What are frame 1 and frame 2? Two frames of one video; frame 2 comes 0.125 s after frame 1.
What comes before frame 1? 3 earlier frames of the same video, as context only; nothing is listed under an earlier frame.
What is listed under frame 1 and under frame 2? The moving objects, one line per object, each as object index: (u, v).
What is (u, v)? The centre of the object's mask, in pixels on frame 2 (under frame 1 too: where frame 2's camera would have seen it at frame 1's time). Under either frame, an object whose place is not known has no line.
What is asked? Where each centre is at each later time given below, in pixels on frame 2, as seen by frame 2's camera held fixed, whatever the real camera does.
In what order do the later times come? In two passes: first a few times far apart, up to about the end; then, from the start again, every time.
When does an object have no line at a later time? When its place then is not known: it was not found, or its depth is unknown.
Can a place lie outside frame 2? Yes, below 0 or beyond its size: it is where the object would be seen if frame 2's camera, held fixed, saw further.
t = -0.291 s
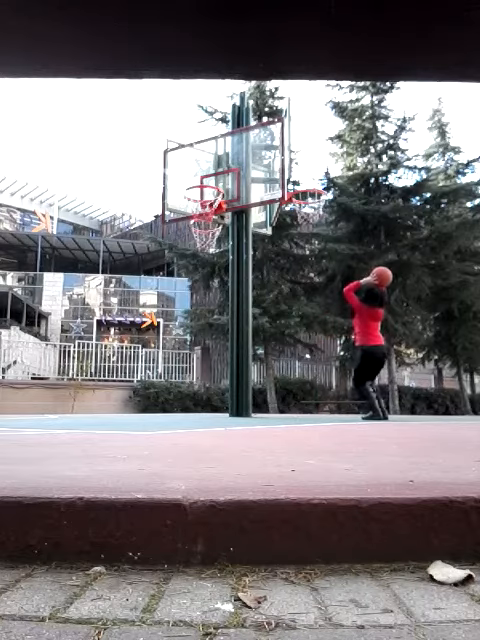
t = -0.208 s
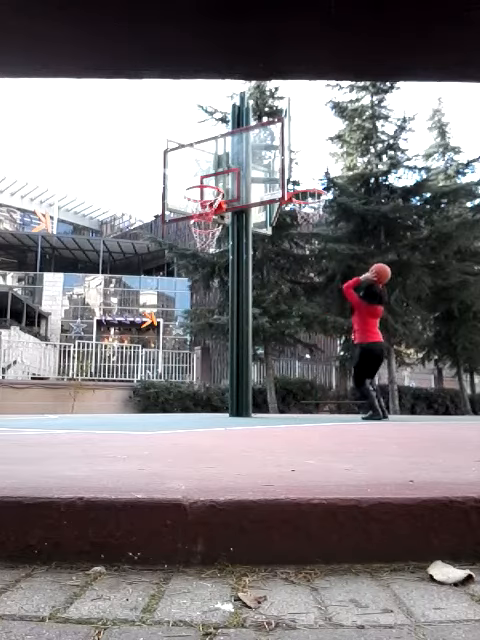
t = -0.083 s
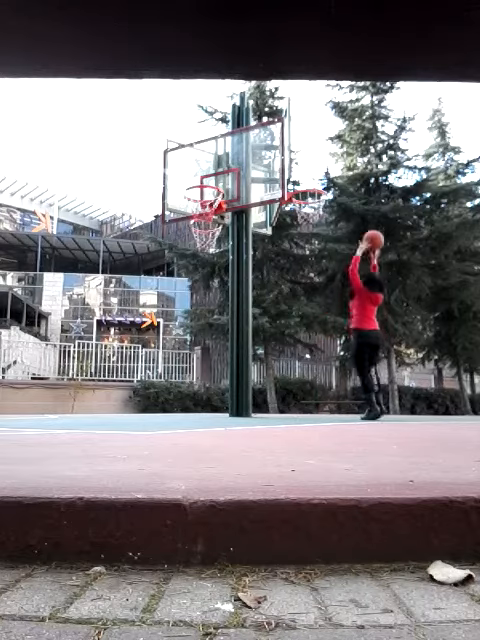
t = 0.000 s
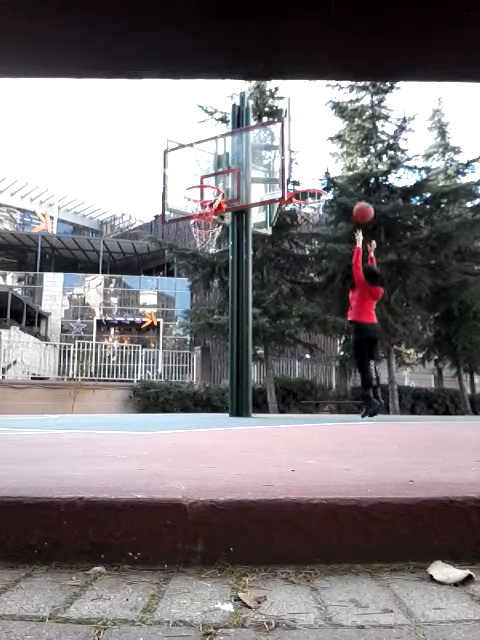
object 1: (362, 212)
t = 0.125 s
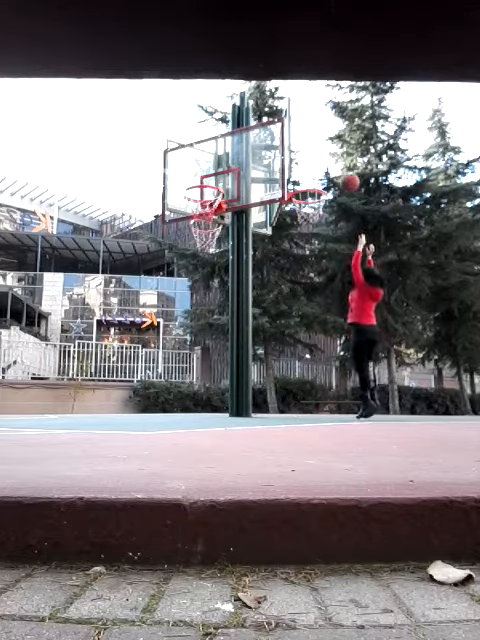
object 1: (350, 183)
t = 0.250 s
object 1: (336, 166)
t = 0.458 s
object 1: (318, 164)
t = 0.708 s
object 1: (302, 189)
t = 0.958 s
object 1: (307, 177)
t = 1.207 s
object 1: (314, 206)
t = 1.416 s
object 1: (319, 249)
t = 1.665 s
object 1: (324, 345)
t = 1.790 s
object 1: (327, 405)
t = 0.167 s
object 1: (344, 177)
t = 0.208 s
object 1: (341, 170)
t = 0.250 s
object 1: (336, 166)
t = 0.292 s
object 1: (333, 163)
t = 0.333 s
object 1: (329, 161)
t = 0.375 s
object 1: (325, 161)
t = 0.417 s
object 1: (321, 162)
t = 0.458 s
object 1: (318, 164)
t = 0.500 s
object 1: (314, 168)
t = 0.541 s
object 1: (311, 172)
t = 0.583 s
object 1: (307, 177)
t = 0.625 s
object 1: (304, 183)
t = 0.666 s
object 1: (302, 191)
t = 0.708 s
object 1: (302, 189)
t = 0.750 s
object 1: (302, 183)
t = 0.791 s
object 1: (303, 180)
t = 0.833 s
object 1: (304, 178)
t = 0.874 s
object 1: (305, 176)
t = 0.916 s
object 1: (306, 176)
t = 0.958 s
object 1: (307, 177)
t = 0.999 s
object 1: (309, 179)
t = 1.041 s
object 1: (310, 181)
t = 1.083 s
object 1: (312, 184)
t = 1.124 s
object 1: (312, 187)
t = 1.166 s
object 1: (314, 199)
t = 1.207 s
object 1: (314, 206)
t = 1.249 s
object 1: (316, 214)
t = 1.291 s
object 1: (316, 219)
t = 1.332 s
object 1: (317, 229)
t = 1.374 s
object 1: (318, 239)
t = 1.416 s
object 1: (319, 249)
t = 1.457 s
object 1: (319, 263)
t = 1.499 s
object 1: (320, 277)
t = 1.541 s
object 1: (321, 292)
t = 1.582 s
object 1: (322, 309)
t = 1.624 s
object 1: (323, 327)
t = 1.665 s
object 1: (324, 345)
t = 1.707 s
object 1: (325, 367)
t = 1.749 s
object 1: (325, 391)
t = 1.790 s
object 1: (327, 405)
